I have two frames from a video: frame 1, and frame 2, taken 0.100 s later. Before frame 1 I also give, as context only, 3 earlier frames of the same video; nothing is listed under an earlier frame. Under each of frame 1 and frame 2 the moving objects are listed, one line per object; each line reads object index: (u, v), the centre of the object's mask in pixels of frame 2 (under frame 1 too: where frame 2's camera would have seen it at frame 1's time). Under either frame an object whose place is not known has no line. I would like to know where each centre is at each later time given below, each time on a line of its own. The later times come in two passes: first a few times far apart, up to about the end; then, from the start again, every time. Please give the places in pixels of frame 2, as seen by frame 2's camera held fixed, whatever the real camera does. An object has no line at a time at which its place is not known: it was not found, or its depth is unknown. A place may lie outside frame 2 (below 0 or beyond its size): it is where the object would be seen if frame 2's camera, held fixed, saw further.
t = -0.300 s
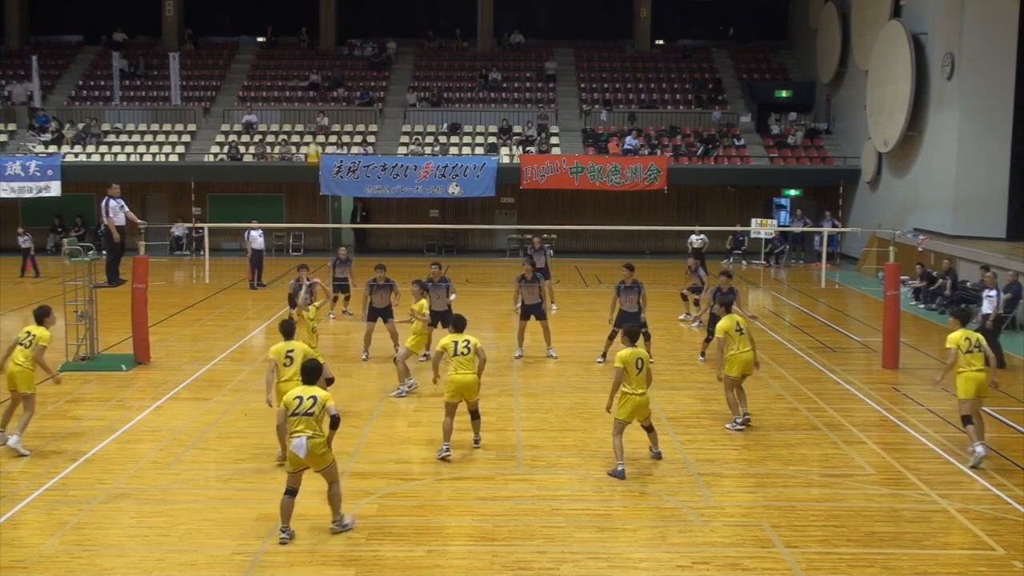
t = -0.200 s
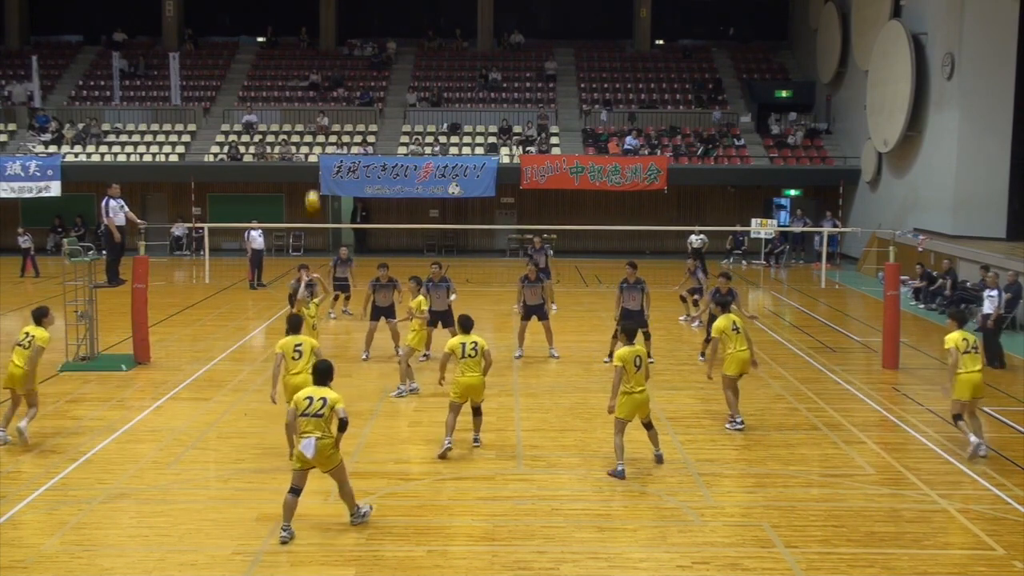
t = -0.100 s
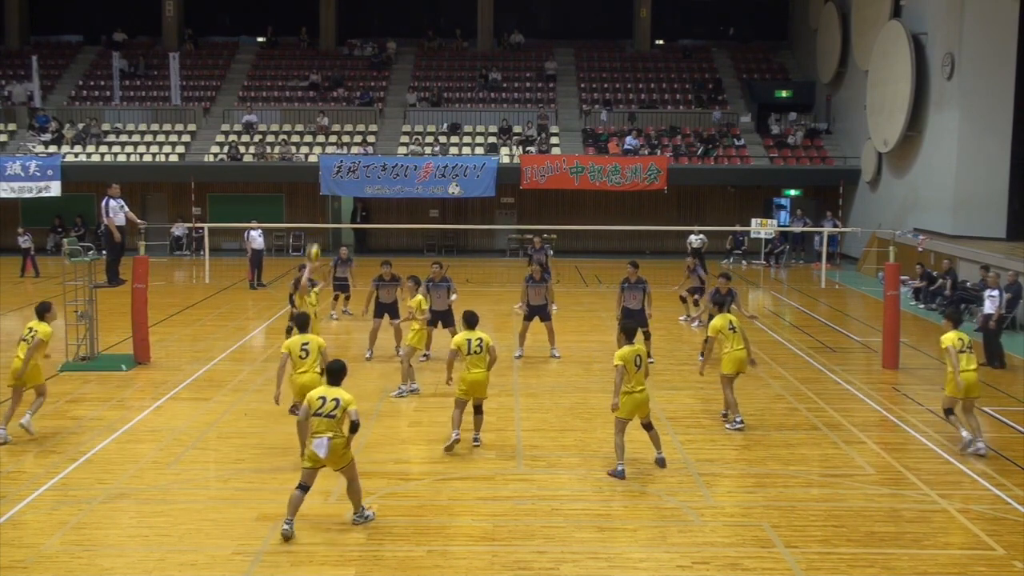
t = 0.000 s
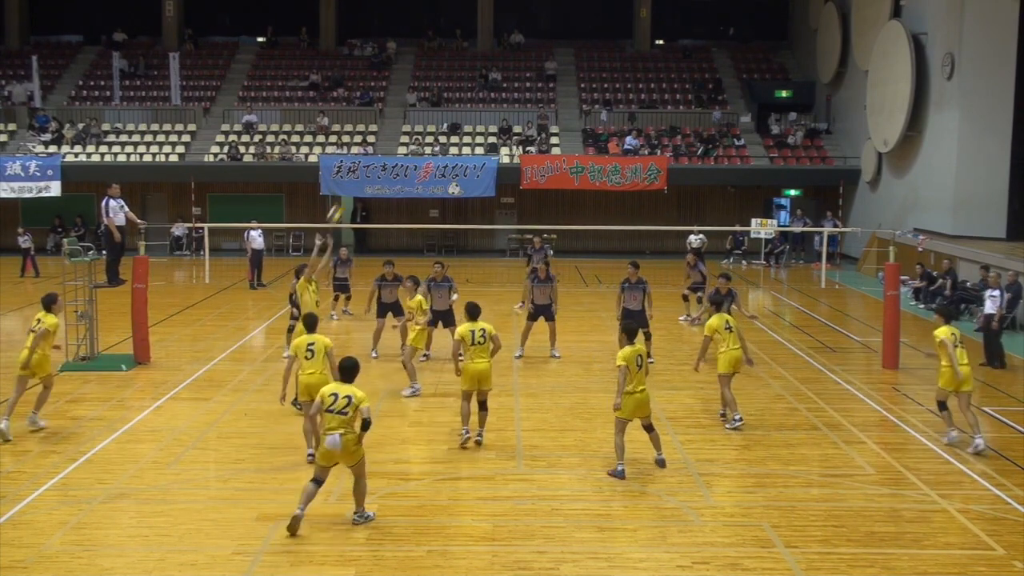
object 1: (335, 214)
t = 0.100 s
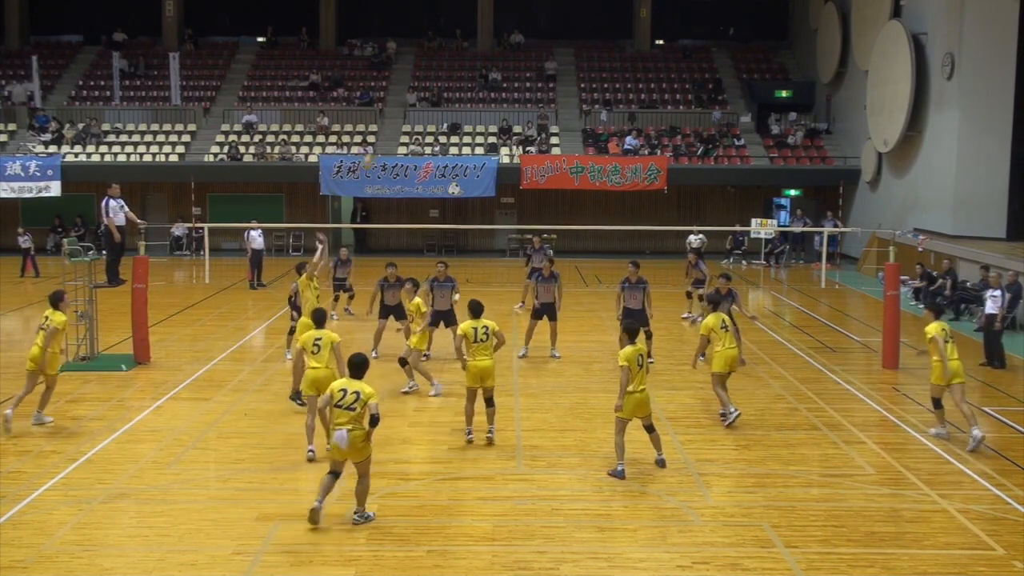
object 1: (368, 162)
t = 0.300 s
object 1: (427, 81)
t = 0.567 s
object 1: (504, 23)
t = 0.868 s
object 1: (582, 21)
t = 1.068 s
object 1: (630, 52)
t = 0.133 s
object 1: (378, 146)
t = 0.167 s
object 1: (388, 130)
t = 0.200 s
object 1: (396, 117)
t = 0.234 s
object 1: (407, 105)
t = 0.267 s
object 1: (417, 92)
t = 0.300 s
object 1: (427, 81)
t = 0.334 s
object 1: (437, 71)
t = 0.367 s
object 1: (446, 62)
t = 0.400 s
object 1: (456, 53)
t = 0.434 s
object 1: (466, 46)
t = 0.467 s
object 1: (475, 39)
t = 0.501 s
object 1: (484, 33)
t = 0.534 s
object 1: (494, 28)
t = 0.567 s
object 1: (504, 23)
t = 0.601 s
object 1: (513, 20)
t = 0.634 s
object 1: (522, 18)
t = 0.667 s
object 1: (531, 16)
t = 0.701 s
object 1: (540, 15)
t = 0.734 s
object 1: (548, 14)
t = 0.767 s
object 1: (557, 15)
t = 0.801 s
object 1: (565, 16)
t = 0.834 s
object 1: (574, 18)
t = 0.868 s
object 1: (582, 21)
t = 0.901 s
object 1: (591, 24)
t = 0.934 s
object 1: (599, 29)
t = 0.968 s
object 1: (607, 34)
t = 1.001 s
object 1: (615, 39)
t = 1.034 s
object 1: (623, 46)
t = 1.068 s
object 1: (630, 52)
